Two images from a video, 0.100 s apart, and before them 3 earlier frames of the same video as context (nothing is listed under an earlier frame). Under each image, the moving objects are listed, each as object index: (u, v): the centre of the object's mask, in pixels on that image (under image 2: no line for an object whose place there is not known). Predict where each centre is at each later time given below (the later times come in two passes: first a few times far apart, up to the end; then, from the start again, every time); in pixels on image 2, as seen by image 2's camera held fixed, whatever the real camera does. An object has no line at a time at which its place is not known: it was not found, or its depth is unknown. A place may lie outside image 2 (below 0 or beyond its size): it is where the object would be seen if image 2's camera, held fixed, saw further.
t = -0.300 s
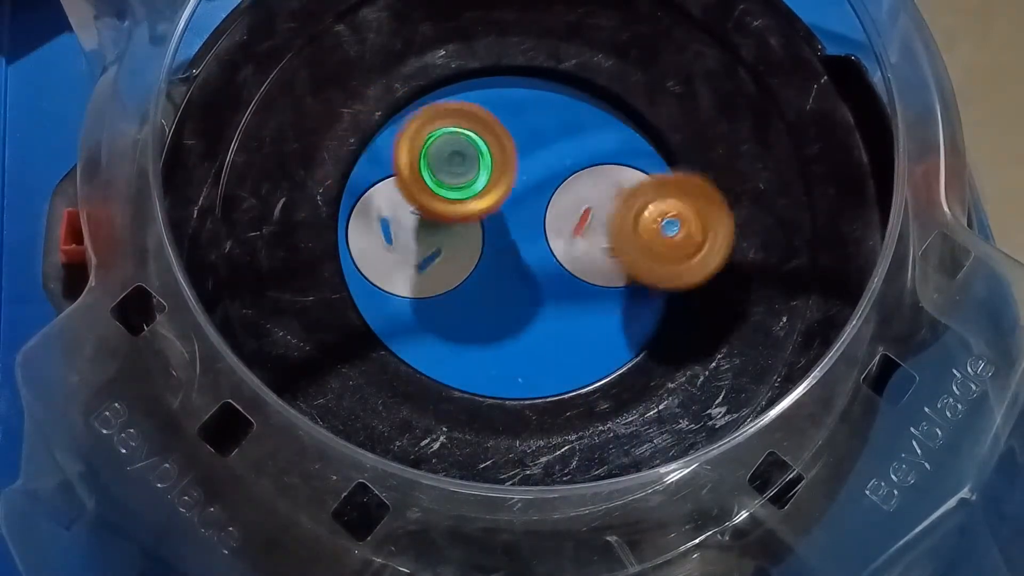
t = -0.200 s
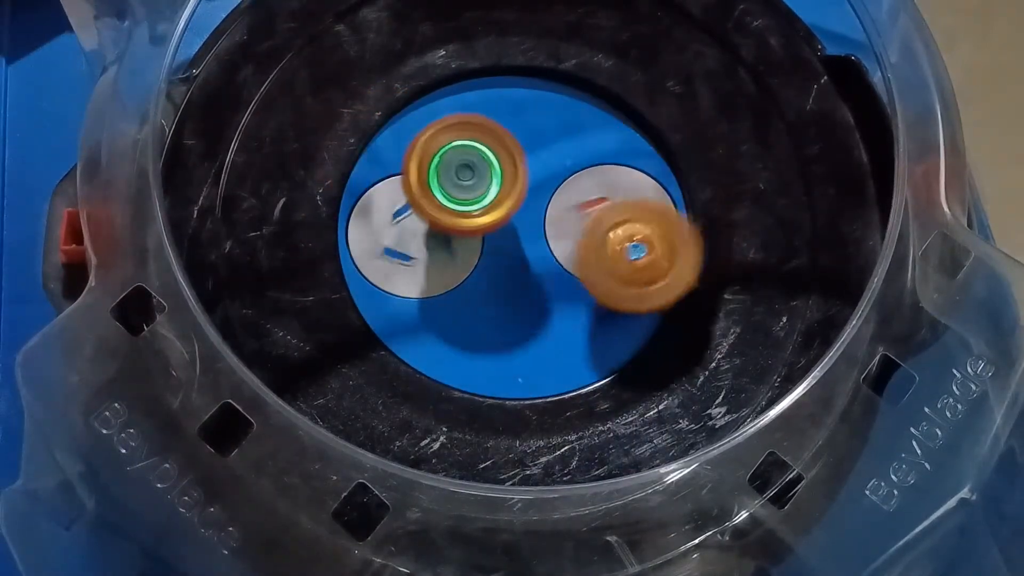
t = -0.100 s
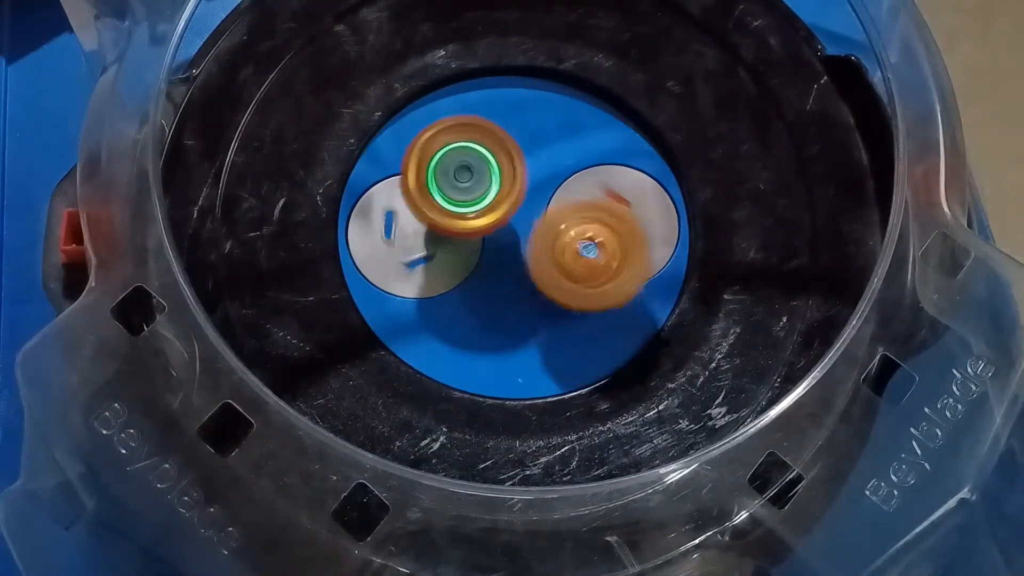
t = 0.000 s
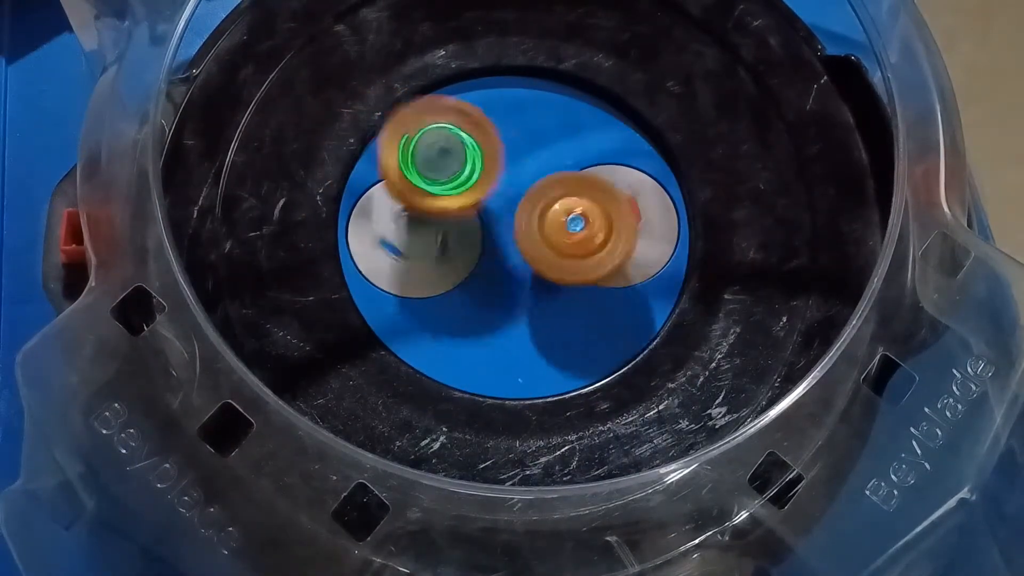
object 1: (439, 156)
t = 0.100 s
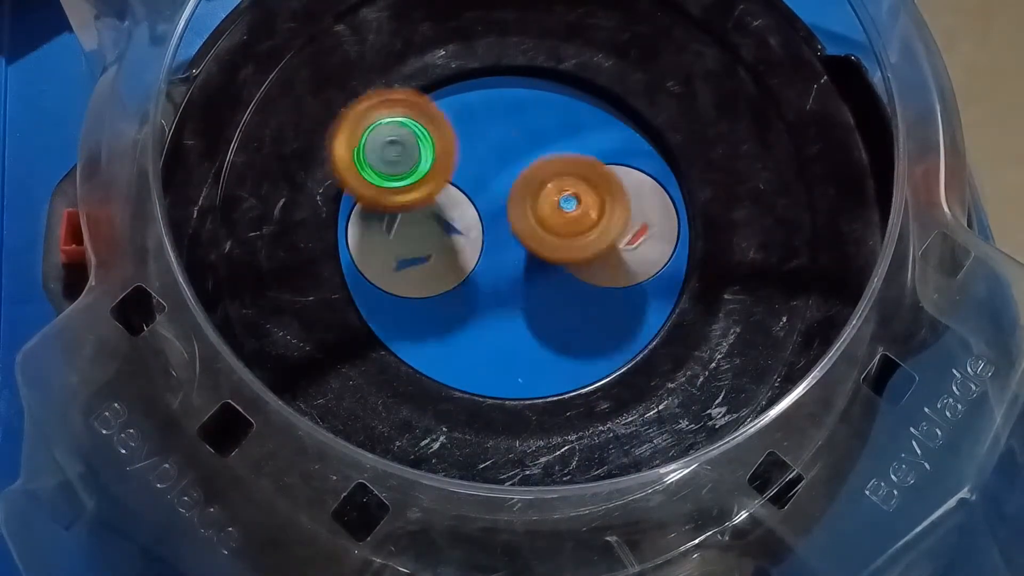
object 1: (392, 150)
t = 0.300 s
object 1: (368, 208)
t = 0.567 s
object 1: (472, 230)
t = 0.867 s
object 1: (423, 155)
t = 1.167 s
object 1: (367, 187)
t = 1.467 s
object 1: (284, 252)
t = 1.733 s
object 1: (337, 225)
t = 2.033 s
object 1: (482, 209)
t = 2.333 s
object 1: (385, 153)
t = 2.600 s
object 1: (372, 206)
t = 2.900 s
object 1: (482, 245)
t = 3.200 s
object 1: (409, 161)
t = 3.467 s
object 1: (385, 180)
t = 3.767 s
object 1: (357, 228)
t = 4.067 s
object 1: (455, 268)
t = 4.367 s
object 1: (468, 328)
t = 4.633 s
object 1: (483, 305)
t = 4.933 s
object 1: (427, 310)
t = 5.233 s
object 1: (390, 244)
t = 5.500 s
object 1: (449, 231)
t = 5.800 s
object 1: (429, 143)
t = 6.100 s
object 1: (507, 98)
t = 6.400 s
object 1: (603, 95)
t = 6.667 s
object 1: (620, 113)
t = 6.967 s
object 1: (631, 162)
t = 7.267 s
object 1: (633, 247)
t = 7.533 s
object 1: (562, 123)
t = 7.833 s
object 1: (574, 109)
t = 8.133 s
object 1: (531, 85)
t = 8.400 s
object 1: (516, 109)
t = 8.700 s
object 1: (553, 117)
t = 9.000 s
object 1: (653, 148)
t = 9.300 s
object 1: (661, 217)
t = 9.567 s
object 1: (535, 204)
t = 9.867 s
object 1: (549, 102)
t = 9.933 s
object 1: (552, 94)
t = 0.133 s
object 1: (382, 153)
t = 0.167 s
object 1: (376, 158)
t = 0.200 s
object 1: (371, 166)
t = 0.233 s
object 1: (368, 178)
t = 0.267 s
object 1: (366, 192)
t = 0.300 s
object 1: (368, 208)
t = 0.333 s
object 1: (376, 224)
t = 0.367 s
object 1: (390, 239)
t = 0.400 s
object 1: (407, 251)
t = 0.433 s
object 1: (424, 259)
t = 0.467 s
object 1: (442, 264)
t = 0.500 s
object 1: (452, 259)
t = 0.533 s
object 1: (462, 245)
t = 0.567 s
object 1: (472, 230)
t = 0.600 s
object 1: (473, 213)
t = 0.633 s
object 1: (470, 195)
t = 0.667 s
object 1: (464, 181)
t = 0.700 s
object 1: (456, 170)
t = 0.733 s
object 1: (448, 162)
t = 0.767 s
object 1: (440, 157)
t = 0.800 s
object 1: (435, 155)
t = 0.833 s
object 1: (430, 154)
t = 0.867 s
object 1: (423, 155)
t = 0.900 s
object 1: (415, 158)
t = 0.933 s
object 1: (406, 163)
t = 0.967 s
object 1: (397, 169)
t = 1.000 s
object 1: (389, 170)
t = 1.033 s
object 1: (382, 170)
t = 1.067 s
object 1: (376, 171)
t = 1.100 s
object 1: (373, 174)
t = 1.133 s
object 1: (370, 179)
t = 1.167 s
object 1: (367, 187)
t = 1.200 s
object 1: (364, 197)
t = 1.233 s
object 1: (364, 210)
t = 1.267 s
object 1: (366, 228)
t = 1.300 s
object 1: (374, 247)
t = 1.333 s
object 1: (385, 264)
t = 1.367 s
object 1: (372, 270)
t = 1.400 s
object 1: (332, 264)
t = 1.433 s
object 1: (305, 256)
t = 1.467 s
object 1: (284, 252)
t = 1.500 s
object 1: (271, 247)
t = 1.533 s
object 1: (267, 243)
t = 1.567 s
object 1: (270, 239)
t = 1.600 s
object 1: (277, 237)
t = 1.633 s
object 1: (291, 234)
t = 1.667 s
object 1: (306, 230)
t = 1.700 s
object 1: (320, 227)
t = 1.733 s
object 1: (337, 225)
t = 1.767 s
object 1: (357, 223)
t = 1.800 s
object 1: (377, 221)
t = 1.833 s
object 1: (397, 220)
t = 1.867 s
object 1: (417, 223)
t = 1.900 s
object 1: (436, 227)
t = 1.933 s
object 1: (457, 231)
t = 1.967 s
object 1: (477, 232)
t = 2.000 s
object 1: (481, 223)
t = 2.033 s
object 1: (482, 209)
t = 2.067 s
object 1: (484, 194)
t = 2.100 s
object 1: (487, 180)
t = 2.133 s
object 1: (481, 169)
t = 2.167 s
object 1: (467, 159)
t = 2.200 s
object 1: (451, 145)
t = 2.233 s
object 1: (431, 141)
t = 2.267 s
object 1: (413, 141)
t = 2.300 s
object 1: (397, 146)
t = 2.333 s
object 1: (385, 153)
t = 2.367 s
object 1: (376, 161)
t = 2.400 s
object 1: (368, 171)
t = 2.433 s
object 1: (362, 178)
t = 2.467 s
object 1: (360, 186)
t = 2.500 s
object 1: (360, 193)
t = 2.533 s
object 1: (363, 198)
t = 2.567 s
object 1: (368, 202)
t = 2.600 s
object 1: (372, 206)
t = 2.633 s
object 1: (369, 214)
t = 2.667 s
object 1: (368, 223)
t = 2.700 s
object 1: (373, 234)
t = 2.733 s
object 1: (384, 244)
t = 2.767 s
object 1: (398, 252)
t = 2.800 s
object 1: (417, 257)
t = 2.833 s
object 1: (439, 258)
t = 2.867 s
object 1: (462, 254)
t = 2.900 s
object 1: (482, 245)
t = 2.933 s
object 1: (484, 225)
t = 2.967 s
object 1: (478, 207)
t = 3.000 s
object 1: (471, 189)
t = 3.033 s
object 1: (458, 177)
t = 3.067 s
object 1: (444, 168)
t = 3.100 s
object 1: (432, 162)
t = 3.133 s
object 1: (422, 161)
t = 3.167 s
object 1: (414, 160)
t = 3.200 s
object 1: (409, 161)
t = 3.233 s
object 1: (407, 163)
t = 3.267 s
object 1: (404, 167)
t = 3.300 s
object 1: (403, 173)
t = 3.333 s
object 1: (399, 173)
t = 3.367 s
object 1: (395, 172)
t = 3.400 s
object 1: (392, 173)
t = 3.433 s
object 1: (388, 176)
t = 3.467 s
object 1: (385, 180)
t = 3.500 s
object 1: (380, 186)
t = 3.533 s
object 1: (370, 189)
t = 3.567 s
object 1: (360, 191)
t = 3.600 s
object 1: (354, 194)
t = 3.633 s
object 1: (351, 198)
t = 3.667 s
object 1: (349, 204)
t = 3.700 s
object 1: (350, 211)
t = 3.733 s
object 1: (353, 218)
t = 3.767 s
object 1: (357, 228)
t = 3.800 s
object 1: (365, 240)
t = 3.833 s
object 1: (377, 253)
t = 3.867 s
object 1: (392, 266)
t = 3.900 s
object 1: (411, 271)
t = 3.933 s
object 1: (427, 272)
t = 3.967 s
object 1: (437, 272)
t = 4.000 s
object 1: (445, 271)
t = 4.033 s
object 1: (451, 270)
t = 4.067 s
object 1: (455, 268)
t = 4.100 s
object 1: (459, 266)
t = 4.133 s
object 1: (460, 272)
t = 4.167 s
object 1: (462, 285)
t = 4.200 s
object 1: (465, 297)
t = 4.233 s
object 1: (466, 307)
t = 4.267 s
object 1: (467, 315)
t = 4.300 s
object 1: (467, 322)
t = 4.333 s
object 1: (467, 326)
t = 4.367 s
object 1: (468, 328)
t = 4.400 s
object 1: (469, 330)
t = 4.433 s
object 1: (470, 330)
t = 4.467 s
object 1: (472, 328)
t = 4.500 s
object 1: (474, 324)
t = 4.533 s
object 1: (477, 319)
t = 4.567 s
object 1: (480, 314)
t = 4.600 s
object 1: (482, 307)
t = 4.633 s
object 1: (483, 305)
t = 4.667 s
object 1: (477, 314)
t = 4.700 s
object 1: (471, 318)
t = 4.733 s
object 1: (465, 321)
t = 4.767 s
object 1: (458, 321)
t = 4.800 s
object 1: (452, 321)
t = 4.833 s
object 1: (446, 320)
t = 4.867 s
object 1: (440, 317)
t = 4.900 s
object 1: (433, 315)
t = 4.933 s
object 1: (427, 310)
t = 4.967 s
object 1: (421, 306)
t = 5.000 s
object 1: (415, 300)
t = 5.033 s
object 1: (410, 294)
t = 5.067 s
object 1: (405, 287)
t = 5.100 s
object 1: (400, 279)
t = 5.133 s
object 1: (396, 271)
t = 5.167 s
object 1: (391, 262)
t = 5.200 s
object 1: (388, 253)
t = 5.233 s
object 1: (390, 244)
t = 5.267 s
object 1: (394, 238)
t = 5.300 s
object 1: (399, 237)
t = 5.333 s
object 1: (407, 237)
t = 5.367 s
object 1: (416, 235)
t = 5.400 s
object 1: (423, 232)
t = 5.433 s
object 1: (433, 232)
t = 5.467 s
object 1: (442, 232)
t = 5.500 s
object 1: (449, 231)
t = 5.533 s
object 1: (446, 223)
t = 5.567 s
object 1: (446, 215)
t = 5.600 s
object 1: (449, 206)
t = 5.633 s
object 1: (449, 194)
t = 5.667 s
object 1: (444, 179)
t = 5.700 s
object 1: (438, 165)
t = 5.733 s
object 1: (433, 151)
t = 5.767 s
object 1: (430, 145)
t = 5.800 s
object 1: (429, 143)
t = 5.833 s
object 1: (430, 140)
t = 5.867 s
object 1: (435, 137)
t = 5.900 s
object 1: (442, 132)
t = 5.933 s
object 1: (450, 127)
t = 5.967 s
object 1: (459, 122)
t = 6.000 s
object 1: (470, 116)
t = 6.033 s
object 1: (481, 110)
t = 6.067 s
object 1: (494, 104)
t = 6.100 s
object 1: (507, 98)
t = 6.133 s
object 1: (520, 92)
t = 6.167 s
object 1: (534, 88)
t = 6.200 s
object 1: (546, 84)
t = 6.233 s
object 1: (560, 82)
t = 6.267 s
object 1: (574, 80)
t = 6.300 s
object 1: (587, 79)
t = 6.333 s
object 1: (598, 80)
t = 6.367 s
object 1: (603, 86)
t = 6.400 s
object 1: (603, 95)
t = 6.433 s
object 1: (604, 102)
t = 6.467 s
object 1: (606, 106)
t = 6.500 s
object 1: (609, 110)
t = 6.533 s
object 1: (620, 108)
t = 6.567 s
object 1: (634, 98)
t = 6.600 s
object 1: (635, 99)
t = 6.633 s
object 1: (628, 106)
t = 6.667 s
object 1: (620, 113)
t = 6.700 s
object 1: (614, 116)
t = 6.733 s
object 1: (610, 120)
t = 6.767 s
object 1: (609, 124)
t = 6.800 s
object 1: (608, 129)
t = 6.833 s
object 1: (608, 138)
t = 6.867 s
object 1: (609, 145)
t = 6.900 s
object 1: (612, 152)
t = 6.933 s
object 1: (619, 157)
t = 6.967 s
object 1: (631, 162)
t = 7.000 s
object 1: (643, 167)
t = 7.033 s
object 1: (656, 175)
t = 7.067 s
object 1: (667, 183)
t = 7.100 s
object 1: (670, 192)
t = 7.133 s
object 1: (669, 203)
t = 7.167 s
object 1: (666, 214)
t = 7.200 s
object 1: (660, 228)
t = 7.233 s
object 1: (649, 242)
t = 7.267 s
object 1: (633, 247)
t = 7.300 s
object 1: (611, 251)
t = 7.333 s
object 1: (586, 247)
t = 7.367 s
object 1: (563, 235)
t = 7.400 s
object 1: (548, 219)
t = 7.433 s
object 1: (537, 193)
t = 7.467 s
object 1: (538, 167)
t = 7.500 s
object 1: (547, 142)
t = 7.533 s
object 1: (562, 123)
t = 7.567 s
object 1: (575, 108)
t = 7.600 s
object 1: (585, 97)
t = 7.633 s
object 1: (593, 90)
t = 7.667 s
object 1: (596, 88)
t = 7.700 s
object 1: (593, 94)
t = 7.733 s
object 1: (589, 99)
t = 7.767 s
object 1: (584, 103)
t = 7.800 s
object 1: (579, 107)
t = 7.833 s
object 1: (574, 109)
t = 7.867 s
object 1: (574, 96)
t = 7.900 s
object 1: (572, 84)
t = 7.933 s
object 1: (568, 75)
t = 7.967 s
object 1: (560, 74)
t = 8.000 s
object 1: (551, 77)
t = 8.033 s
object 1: (544, 79)
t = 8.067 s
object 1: (539, 81)
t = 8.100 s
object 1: (535, 83)
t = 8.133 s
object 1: (531, 85)
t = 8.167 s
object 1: (529, 86)
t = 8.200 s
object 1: (526, 89)
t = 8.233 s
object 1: (525, 92)
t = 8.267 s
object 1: (523, 96)
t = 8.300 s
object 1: (521, 100)
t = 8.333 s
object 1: (519, 103)
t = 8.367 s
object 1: (517, 106)
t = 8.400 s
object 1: (516, 109)
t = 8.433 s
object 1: (515, 111)
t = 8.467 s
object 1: (514, 113)
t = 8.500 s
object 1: (515, 114)
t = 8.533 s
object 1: (517, 114)
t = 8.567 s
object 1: (521, 114)
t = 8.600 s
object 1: (527, 114)
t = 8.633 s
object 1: (535, 114)
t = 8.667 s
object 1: (544, 115)
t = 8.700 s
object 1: (553, 117)
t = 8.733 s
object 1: (563, 120)
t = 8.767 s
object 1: (574, 123)
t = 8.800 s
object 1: (585, 127)
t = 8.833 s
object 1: (595, 132)
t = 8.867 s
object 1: (615, 130)
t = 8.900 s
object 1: (635, 129)
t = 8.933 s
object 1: (649, 134)
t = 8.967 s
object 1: (655, 139)
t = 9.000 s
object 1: (653, 148)
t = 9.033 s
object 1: (652, 156)
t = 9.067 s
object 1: (649, 161)
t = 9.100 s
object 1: (650, 167)
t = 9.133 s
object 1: (653, 172)
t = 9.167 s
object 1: (659, 178)
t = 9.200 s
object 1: (667, 186)
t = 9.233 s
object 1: (669, 195)
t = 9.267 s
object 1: (665, 206)
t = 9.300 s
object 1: (661, 217)
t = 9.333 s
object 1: (655, 230)
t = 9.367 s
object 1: (646, 243)
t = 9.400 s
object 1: (630, 253)
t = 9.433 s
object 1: (608, 255)
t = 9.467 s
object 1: (584, 251)
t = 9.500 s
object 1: (562, 240)
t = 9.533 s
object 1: (547, 225)
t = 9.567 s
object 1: (535, 204)
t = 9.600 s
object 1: (534, 180)
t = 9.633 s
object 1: (536, 160)
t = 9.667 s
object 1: (538, 140)
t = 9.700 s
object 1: (540, 124)
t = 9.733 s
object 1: (543, 113)
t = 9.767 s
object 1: (545, 106)
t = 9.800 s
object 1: (548, 103)
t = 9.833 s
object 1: (549, 102)
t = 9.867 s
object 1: (549, 102)
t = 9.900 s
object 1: (548, 103)
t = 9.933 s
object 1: (552, 94)
